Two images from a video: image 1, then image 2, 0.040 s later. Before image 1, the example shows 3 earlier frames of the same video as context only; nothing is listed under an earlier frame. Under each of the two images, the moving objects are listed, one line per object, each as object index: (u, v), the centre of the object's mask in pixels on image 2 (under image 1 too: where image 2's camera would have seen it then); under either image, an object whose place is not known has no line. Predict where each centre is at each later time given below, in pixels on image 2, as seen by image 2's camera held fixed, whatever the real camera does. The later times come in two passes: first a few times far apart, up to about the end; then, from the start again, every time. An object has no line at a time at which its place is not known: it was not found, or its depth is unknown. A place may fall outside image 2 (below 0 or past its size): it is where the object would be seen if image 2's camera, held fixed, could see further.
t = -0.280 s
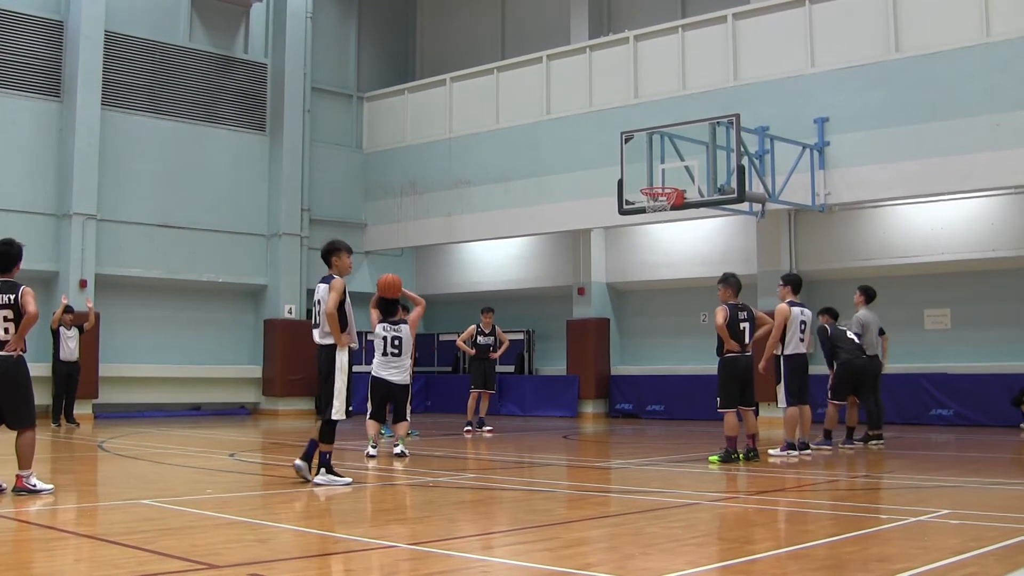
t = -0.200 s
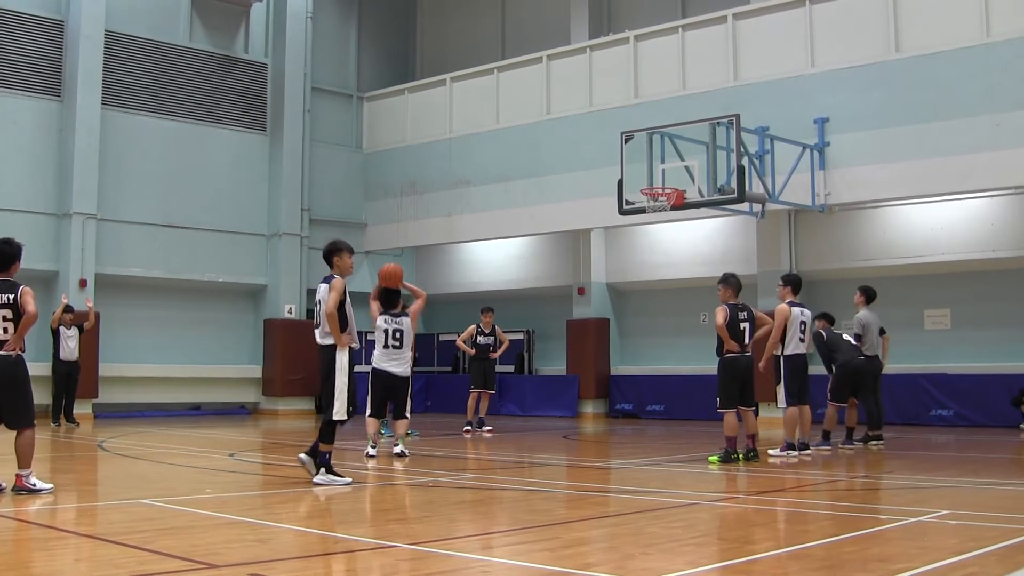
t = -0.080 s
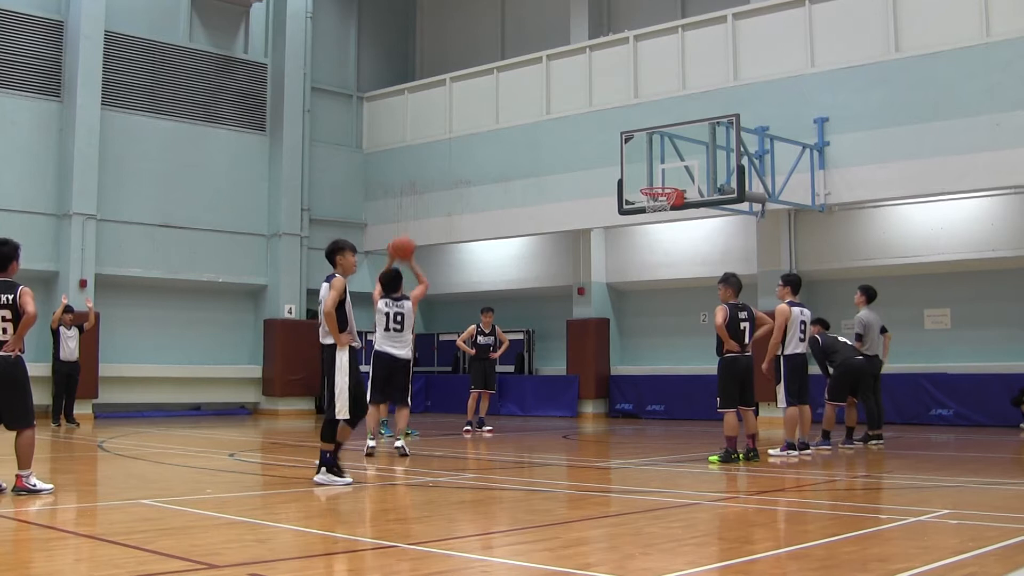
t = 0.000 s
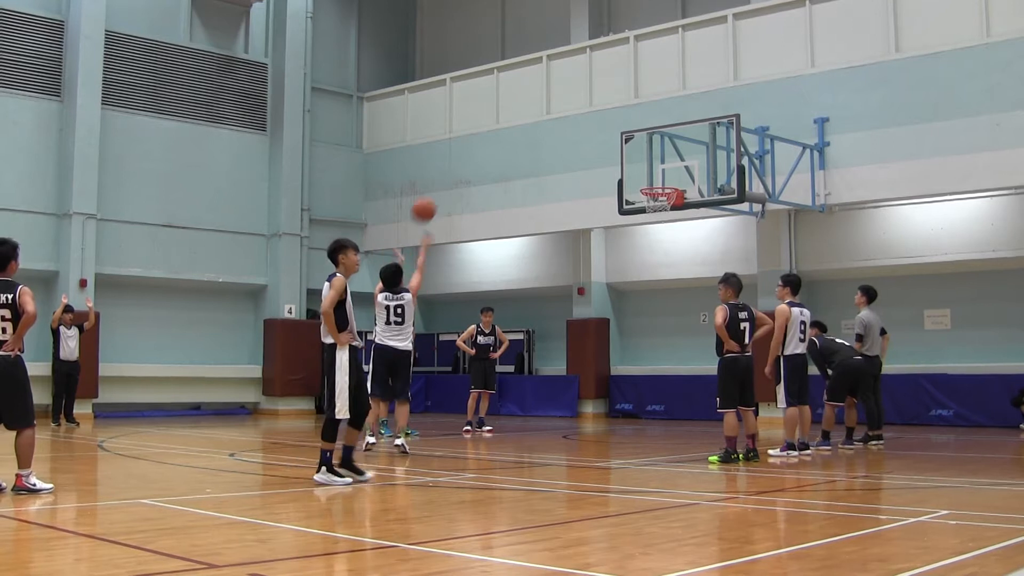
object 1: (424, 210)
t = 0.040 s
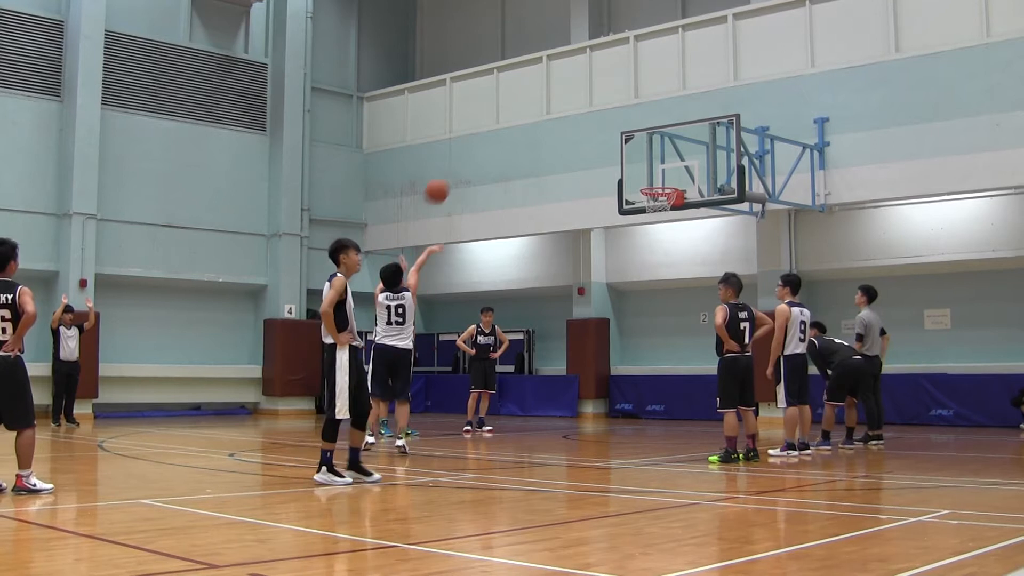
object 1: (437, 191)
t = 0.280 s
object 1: (507, 118)
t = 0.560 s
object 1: (578, 103)
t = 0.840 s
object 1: (641, 149)
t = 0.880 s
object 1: (649, 160)
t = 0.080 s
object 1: (449, 175)
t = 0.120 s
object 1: (461, 160)
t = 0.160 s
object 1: (473, 148)
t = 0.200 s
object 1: (485, 136)
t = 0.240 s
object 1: (496, 126)
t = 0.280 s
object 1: (507, 118)
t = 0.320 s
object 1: (518, 112)
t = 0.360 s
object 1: (529, 106)
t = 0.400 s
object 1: (539, 103)
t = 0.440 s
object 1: (549, 101)
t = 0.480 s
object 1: (559, 100)
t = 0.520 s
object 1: (569, 101)
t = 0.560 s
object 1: (578, 103)
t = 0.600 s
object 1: (588, 106)
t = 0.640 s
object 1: (597, 110)
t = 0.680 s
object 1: (606, 116)
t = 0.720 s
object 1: (615, 122)
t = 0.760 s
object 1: (623, 130)
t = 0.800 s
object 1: (632, 139)
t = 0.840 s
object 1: (641, 149)
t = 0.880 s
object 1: (649, 160)
